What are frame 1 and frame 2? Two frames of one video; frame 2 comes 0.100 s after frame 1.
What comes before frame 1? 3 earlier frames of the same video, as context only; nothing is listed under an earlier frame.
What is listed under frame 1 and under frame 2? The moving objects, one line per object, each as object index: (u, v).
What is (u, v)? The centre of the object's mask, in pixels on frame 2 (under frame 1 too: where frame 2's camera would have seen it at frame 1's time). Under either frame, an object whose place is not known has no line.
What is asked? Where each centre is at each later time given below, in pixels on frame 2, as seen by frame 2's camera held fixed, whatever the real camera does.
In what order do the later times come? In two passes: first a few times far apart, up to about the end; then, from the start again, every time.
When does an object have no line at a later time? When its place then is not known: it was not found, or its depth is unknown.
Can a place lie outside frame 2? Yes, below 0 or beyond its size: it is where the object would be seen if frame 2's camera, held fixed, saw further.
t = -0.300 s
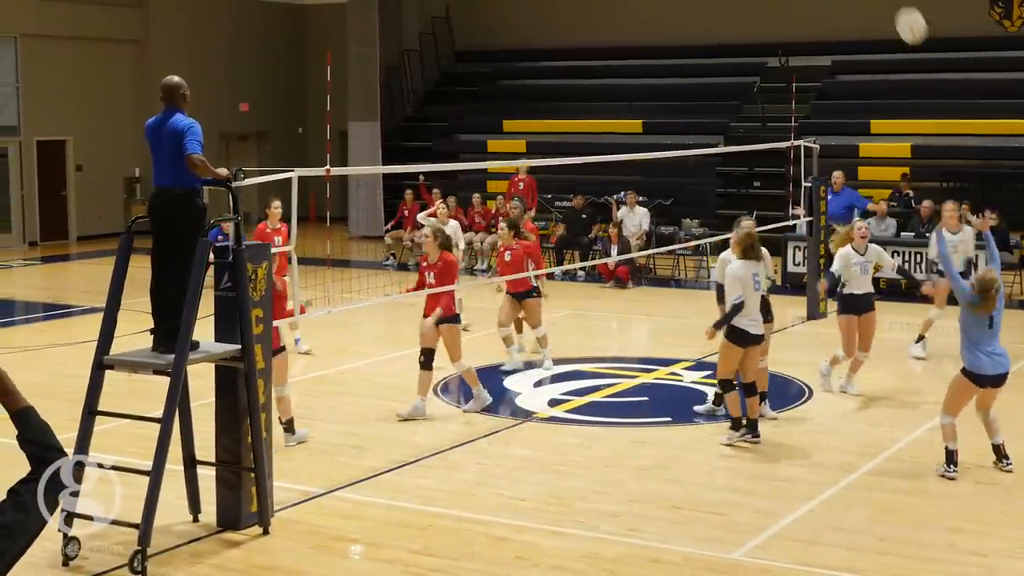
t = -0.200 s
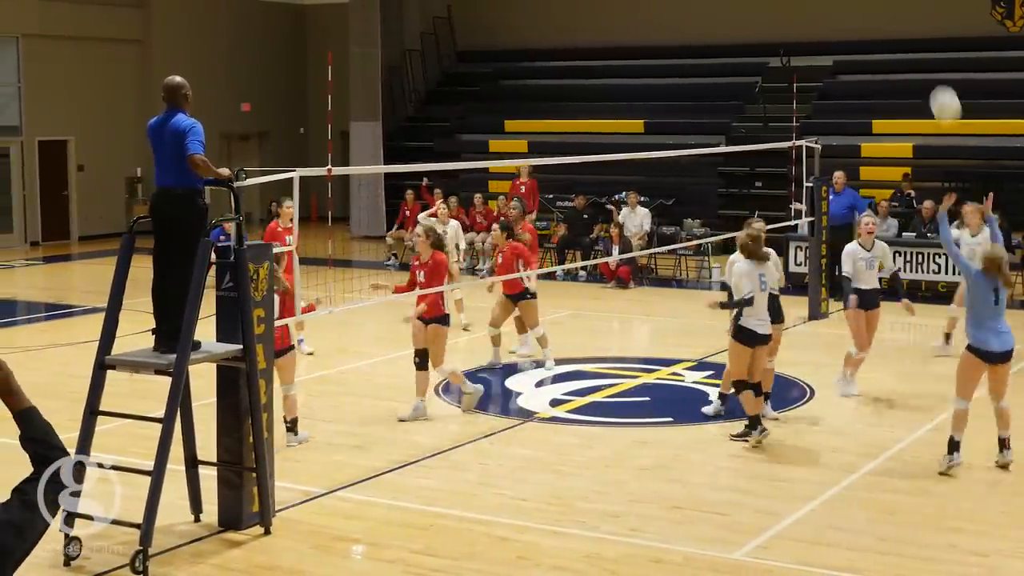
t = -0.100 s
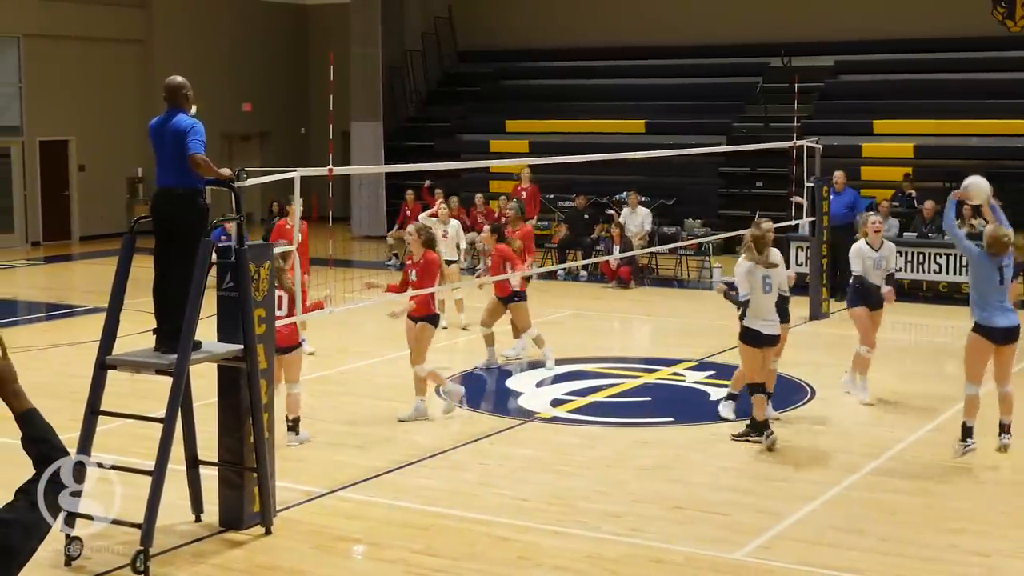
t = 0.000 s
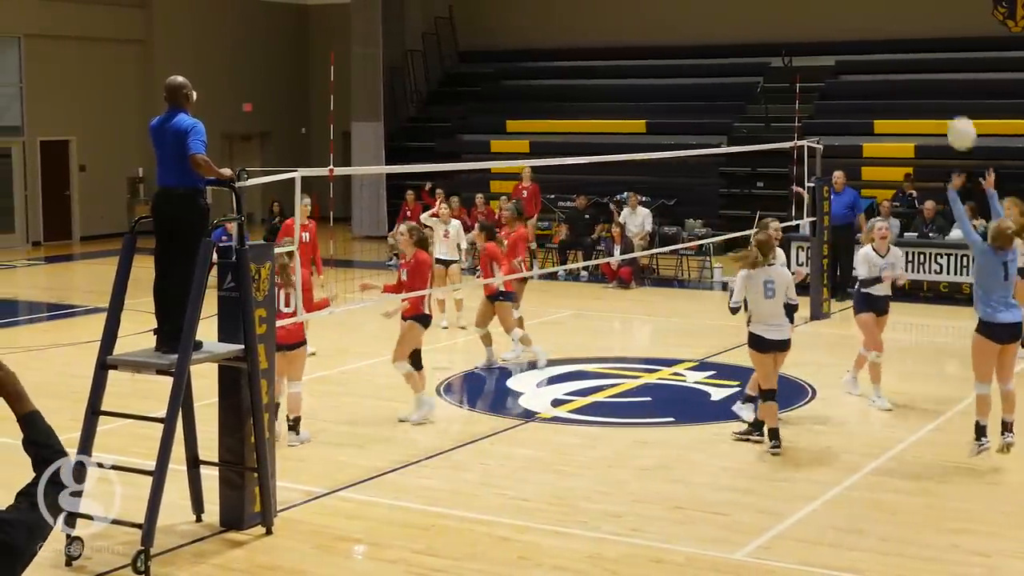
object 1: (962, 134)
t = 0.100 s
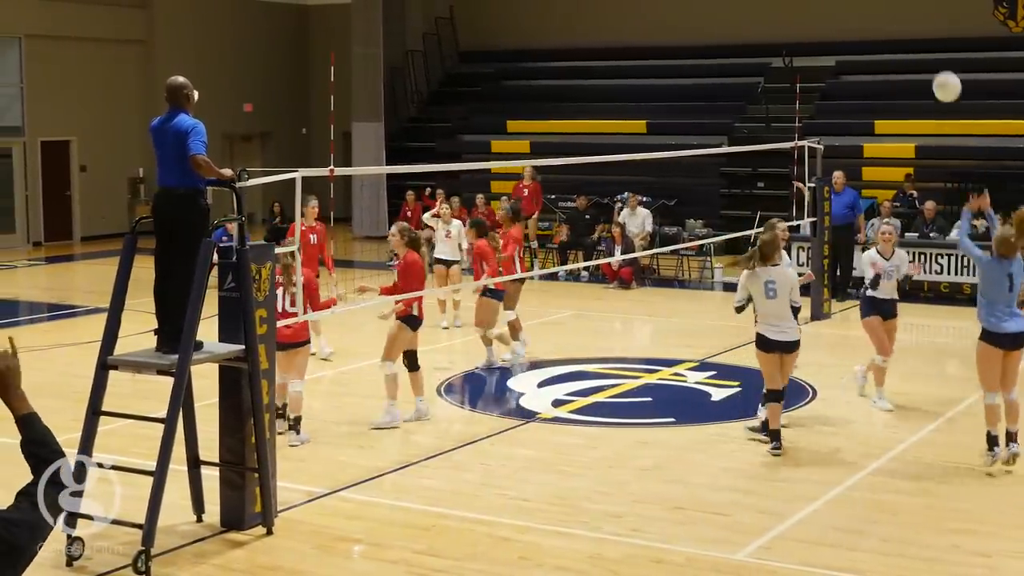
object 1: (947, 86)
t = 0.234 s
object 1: (927, 48)
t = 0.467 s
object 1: (895, 35)
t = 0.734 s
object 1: (862, 91)
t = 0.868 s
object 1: (847, 145)
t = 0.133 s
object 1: (941, 74)
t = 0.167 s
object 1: (937, 64)
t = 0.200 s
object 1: (932, 55)
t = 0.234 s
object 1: (927, 48)
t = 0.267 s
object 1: (922, 42)
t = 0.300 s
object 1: (918, 37)
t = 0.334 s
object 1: (913, 34)
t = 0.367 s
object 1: (909, 32)
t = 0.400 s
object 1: (904, 32)
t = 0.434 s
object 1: (900, 32)
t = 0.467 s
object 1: (895, 35)
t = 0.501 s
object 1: (891, 37)
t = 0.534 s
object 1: (886, 42)
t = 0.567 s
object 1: (882, 47)
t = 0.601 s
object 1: (878, 54)
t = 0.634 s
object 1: (874, 62)
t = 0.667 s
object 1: (870, 71)
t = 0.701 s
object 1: (866, 81)
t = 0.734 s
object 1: (862, 91)
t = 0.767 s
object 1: (858, 103)
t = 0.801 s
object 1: (854, 116)
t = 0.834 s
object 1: (851, 130)
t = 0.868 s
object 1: (847, 145)
